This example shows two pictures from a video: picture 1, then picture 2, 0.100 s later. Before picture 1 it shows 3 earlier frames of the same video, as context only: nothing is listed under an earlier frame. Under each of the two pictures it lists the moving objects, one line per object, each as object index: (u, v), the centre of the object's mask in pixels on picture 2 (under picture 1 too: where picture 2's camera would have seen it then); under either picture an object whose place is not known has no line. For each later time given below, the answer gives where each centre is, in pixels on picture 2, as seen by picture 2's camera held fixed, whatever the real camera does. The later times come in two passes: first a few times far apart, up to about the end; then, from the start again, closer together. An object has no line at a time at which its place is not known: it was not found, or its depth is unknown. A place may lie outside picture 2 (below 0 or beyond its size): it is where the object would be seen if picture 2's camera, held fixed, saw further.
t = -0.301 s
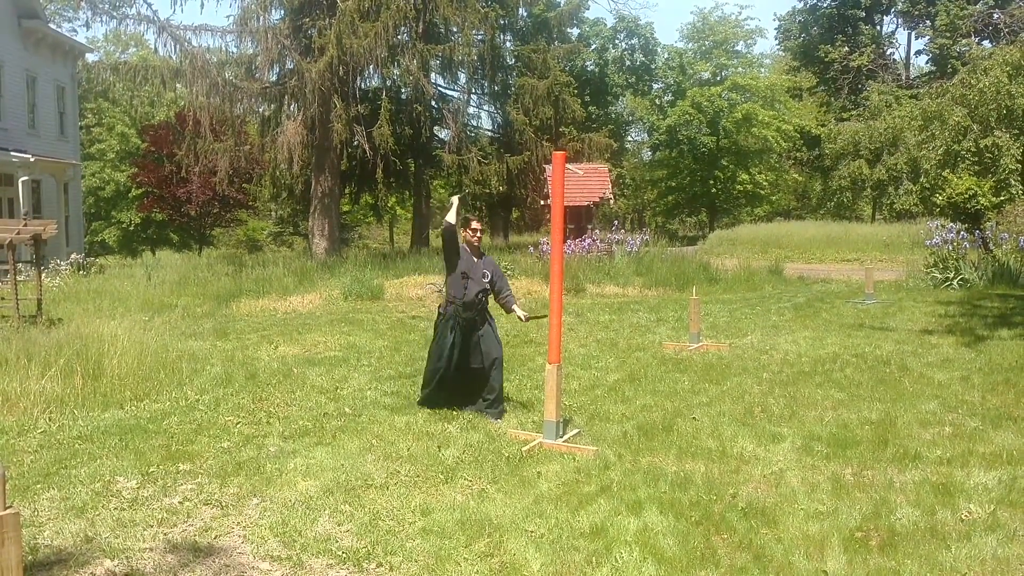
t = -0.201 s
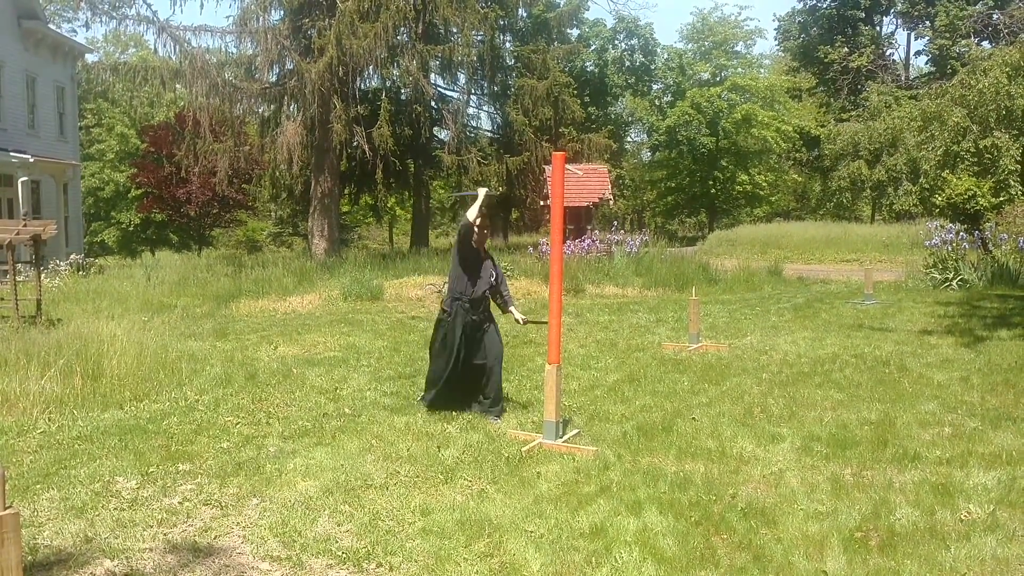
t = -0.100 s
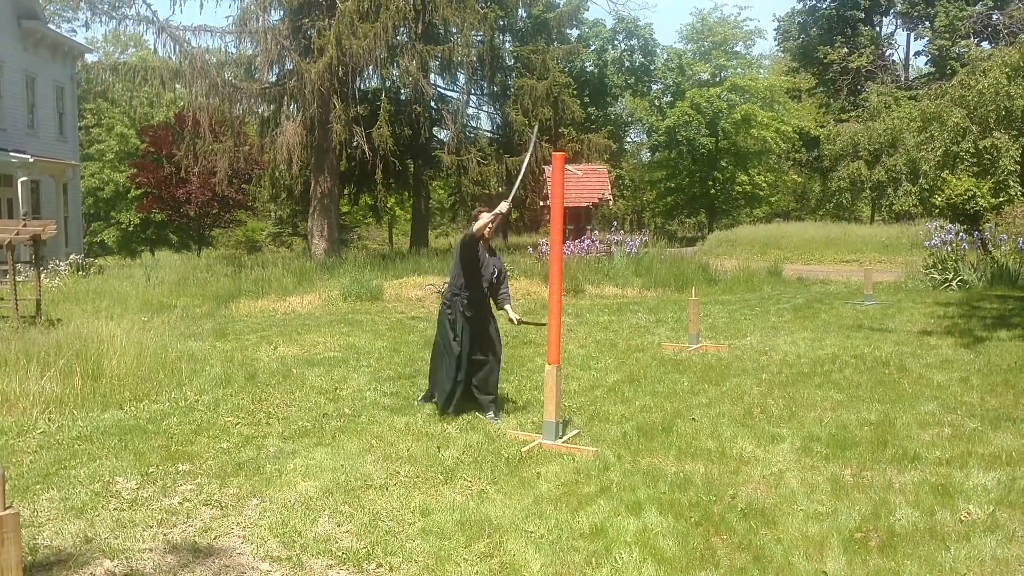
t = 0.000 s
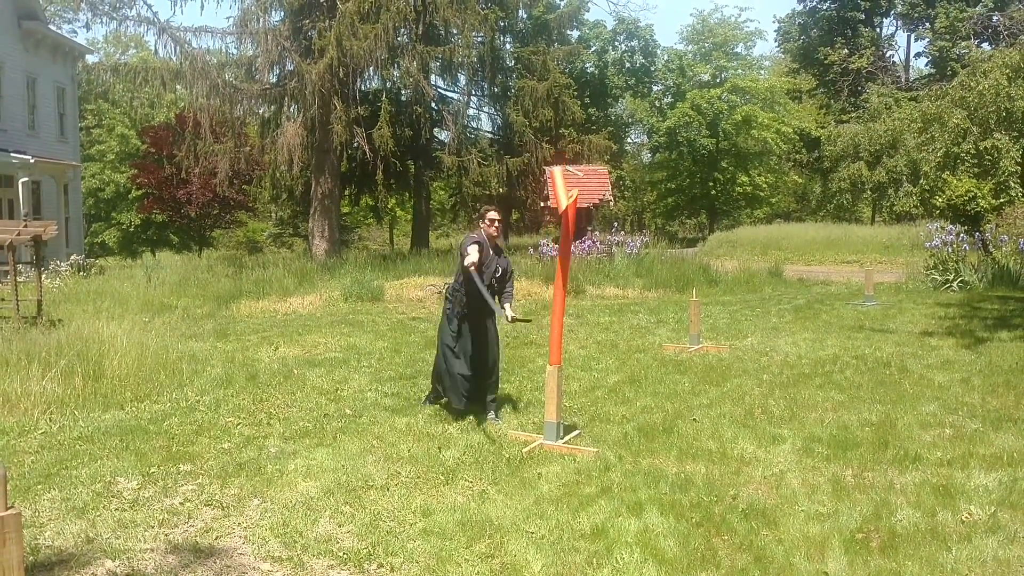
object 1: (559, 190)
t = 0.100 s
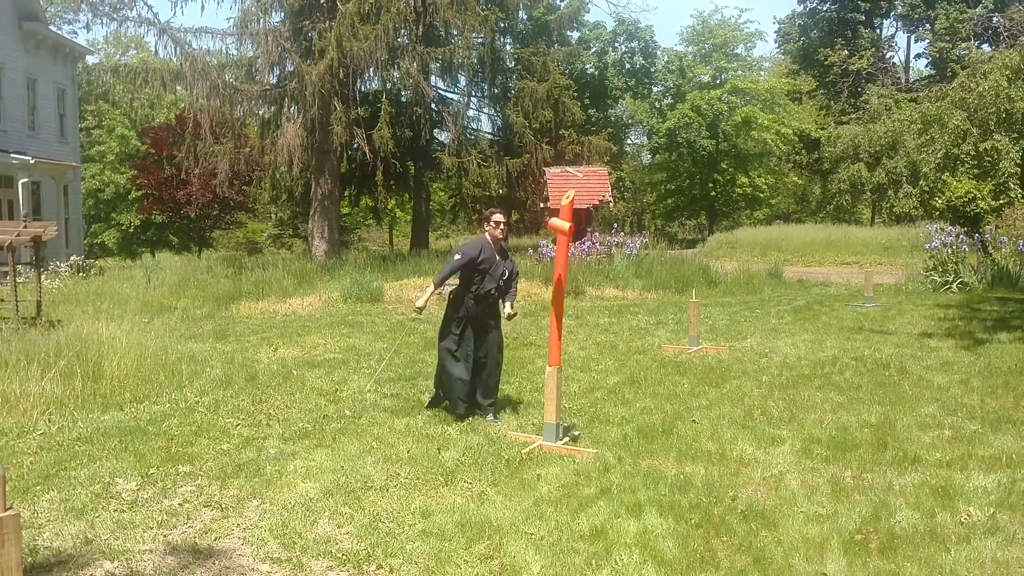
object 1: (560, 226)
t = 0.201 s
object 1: (565, 277)
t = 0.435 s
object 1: (581, 434)
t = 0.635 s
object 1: (599, 472)
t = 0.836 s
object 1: (610, 473)
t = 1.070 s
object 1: (614, 482)
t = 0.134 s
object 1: (562, 243)
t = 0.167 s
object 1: (564, 259)
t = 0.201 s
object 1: (565, 277)
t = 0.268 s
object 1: (568, 311)
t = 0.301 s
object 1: (570, 331)
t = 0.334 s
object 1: (572, 355)
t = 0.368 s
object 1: (575, 380)
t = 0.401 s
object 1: (577, 406)
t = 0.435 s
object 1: (581, 434)
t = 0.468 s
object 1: (586, 462)
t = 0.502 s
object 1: (589, 484)
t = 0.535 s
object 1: (590, 482)
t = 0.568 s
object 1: (593, 477)
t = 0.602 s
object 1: (597, 474)
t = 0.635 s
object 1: (599, 472)
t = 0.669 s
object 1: (601, 471)
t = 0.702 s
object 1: (603, 470)
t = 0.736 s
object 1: (605, 471)
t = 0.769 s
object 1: (606, 471)
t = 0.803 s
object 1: (608, 471)
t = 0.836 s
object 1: (610, 473)
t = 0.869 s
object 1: (612, 475)
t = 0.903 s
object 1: (614, 477)
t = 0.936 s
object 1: (615, 481)
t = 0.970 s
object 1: (615, 483)
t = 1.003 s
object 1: (614, 483)
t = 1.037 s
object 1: (614, 483)
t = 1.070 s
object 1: (614, 482)
